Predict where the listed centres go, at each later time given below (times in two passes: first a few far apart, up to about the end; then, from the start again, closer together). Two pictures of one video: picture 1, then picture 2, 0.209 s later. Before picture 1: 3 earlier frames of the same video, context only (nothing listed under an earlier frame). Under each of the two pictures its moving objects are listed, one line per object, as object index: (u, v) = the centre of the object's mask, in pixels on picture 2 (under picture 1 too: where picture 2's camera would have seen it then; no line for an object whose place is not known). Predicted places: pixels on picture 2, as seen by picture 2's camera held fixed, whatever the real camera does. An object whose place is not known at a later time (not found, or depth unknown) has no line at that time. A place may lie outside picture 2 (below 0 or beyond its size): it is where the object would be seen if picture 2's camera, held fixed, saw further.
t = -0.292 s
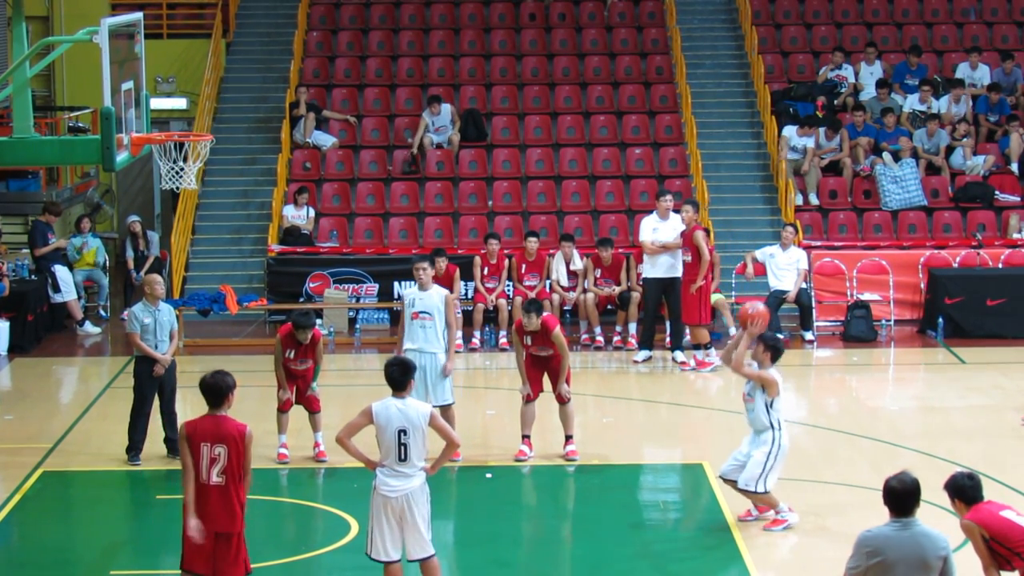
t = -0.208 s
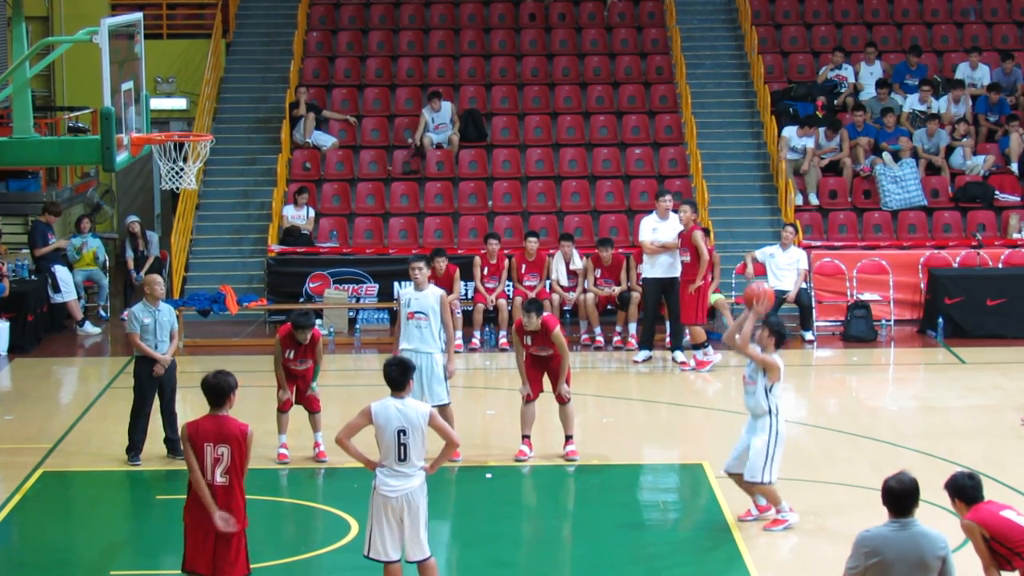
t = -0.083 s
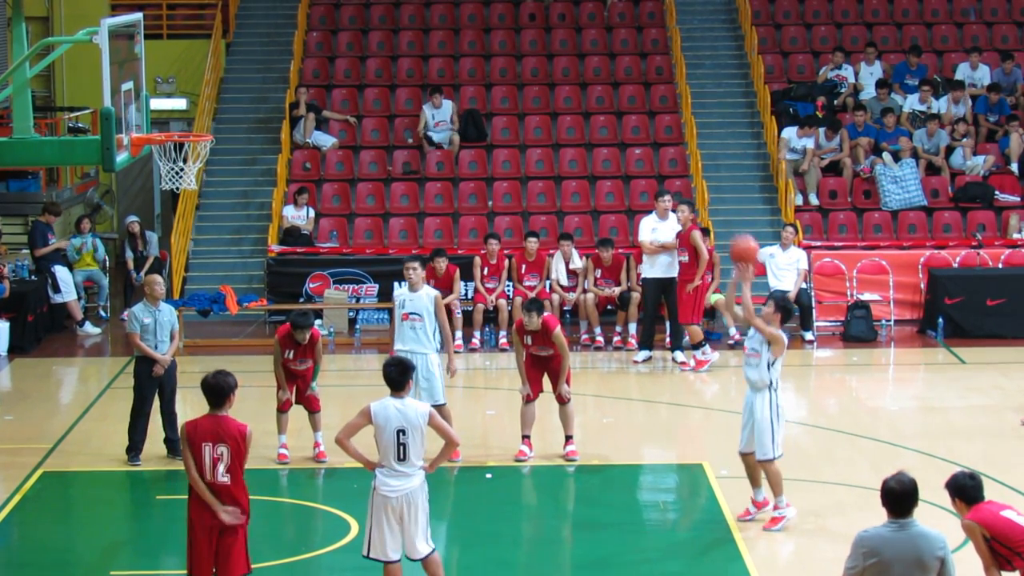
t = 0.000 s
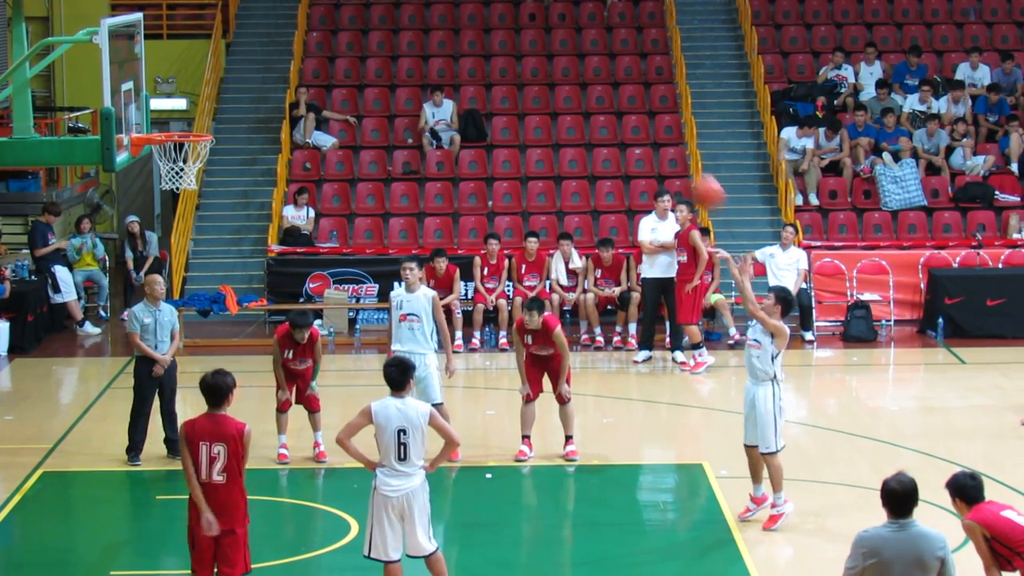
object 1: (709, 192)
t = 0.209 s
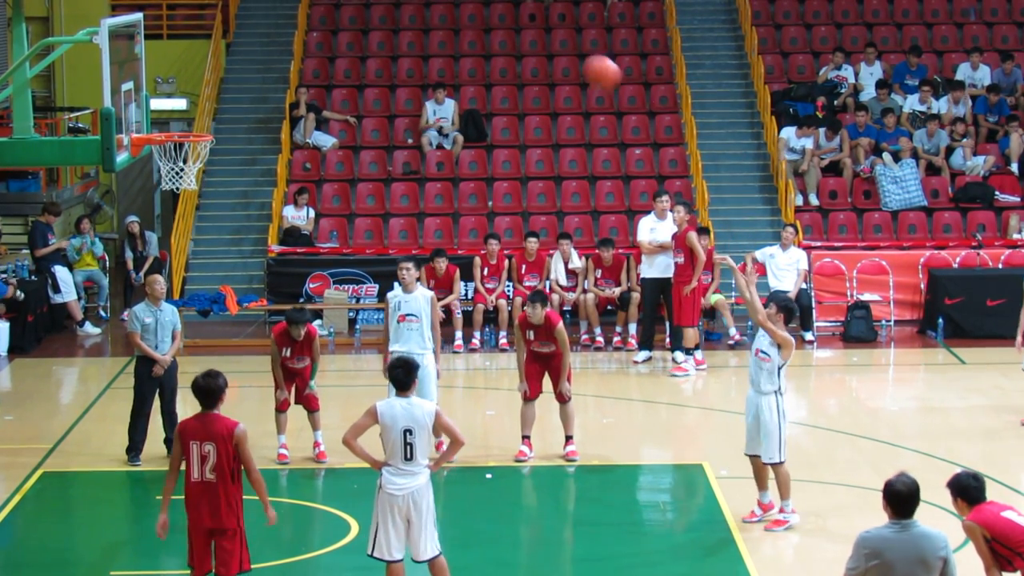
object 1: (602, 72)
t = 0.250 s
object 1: (581, 55)
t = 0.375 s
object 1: (518, 14)
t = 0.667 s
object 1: (372, 4)
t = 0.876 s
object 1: (268, 47)
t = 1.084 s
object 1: (165, 156)
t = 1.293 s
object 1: (136, 213)
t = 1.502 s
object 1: (113, 316)
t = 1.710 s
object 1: (89, 473)
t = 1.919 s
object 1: (99, 429)
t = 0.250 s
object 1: (581, 55)
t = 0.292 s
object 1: (560, 39)
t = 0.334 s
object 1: (538, 25)
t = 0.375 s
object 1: (518, 14)
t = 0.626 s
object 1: (394, 2)
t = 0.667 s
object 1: (372, 4)
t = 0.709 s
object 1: (350, 6)
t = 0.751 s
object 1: (330, 11)
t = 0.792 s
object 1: (310, 18)
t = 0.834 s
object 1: (288, 32)
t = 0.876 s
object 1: (268, 47)
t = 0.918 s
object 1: (248, 64)
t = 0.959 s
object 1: (229, 83)
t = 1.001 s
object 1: (208, 106)
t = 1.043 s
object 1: (187, 126)
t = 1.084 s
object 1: (165, 156)
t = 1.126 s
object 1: (154, 172)
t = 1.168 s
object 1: (149, 180)
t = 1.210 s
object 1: (144, 188)
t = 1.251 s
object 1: (140, 200)
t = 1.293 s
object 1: (136, 213)
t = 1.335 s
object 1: (131, 228)
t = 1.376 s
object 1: (126, 248)
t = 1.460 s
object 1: (118, 289)
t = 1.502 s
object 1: (113, 316)
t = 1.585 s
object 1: (103, 371)
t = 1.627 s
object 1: (99, 403)
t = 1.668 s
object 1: (94, 437)
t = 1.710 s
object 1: (89, 473)
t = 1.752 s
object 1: (85, 510)
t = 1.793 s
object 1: (87, 504)
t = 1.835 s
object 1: (90, 477)
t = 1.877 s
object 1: (95, 453)
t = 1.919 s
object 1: (99, 429)
